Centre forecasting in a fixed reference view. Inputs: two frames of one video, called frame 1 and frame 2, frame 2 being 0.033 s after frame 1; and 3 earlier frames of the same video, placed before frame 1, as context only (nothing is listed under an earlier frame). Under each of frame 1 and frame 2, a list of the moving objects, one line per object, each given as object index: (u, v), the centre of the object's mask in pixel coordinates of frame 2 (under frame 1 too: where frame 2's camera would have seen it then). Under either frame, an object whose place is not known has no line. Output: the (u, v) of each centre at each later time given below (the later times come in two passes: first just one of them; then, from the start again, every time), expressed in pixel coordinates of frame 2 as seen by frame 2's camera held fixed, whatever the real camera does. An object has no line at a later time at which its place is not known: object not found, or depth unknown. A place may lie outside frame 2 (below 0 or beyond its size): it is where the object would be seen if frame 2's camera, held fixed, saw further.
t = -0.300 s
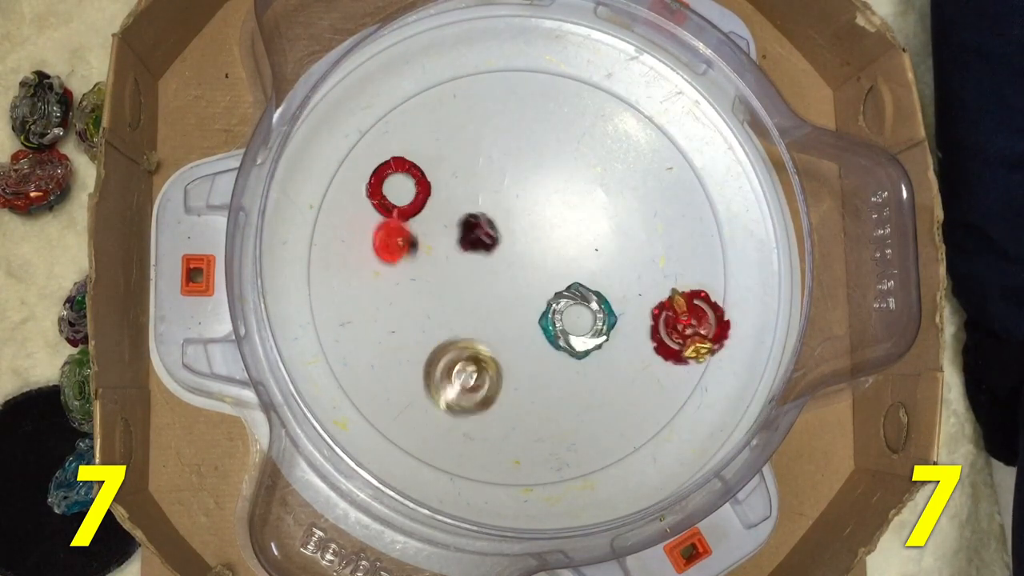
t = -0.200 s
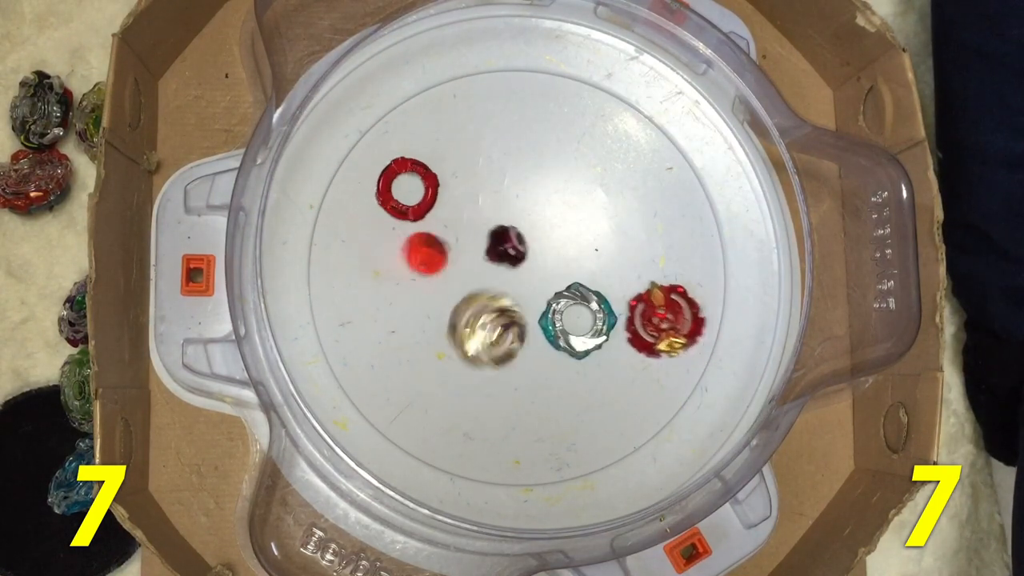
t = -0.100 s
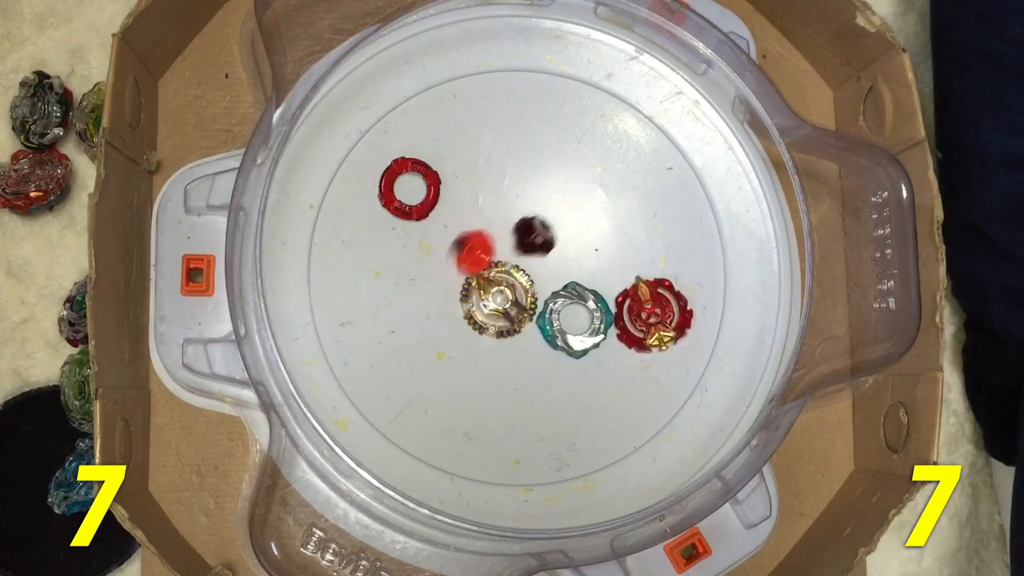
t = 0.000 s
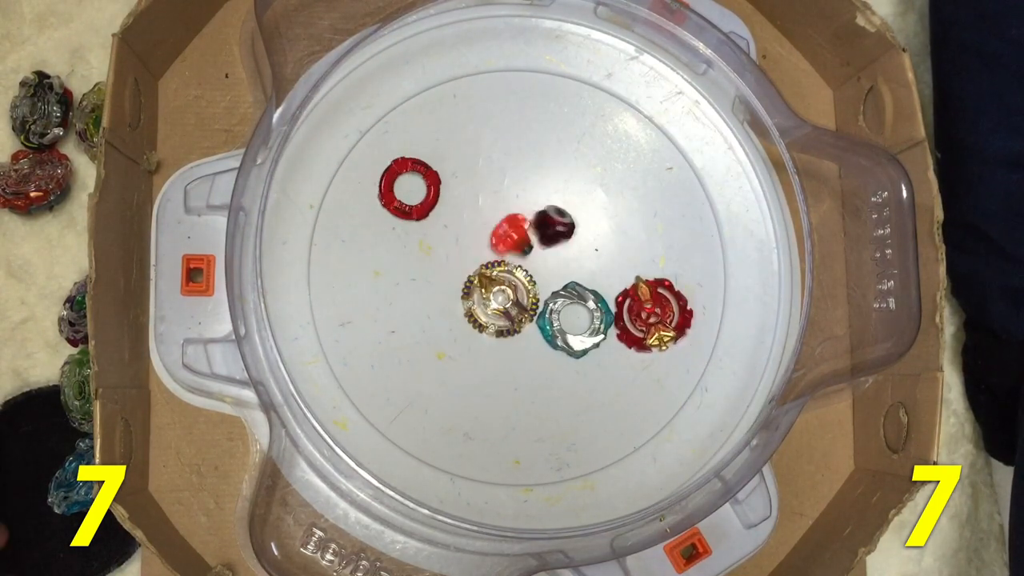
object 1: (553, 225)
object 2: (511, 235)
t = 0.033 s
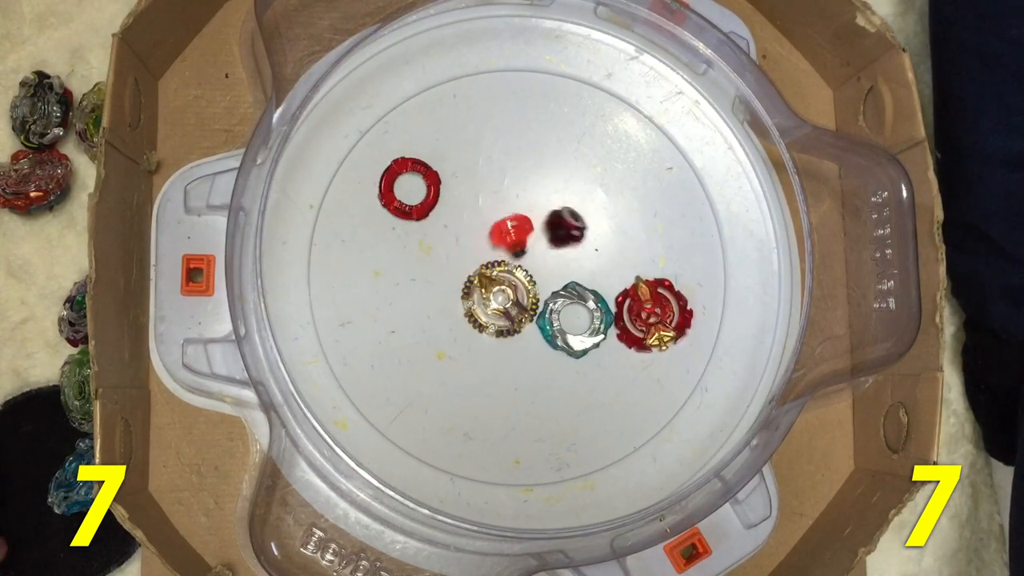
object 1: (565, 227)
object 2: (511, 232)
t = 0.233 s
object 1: (579, 235)
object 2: (521, 245)
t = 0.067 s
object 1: (574, 230)
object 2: (513, 233)
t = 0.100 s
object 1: (577, 232)
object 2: (514, 236)
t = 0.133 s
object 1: (578, 234)
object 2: (516, 240)
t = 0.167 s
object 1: (578, 234)
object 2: (519, 244)
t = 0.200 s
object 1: (579, 235)
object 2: (520, 245)
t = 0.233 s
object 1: (579, 235)
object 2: (521, 245)
